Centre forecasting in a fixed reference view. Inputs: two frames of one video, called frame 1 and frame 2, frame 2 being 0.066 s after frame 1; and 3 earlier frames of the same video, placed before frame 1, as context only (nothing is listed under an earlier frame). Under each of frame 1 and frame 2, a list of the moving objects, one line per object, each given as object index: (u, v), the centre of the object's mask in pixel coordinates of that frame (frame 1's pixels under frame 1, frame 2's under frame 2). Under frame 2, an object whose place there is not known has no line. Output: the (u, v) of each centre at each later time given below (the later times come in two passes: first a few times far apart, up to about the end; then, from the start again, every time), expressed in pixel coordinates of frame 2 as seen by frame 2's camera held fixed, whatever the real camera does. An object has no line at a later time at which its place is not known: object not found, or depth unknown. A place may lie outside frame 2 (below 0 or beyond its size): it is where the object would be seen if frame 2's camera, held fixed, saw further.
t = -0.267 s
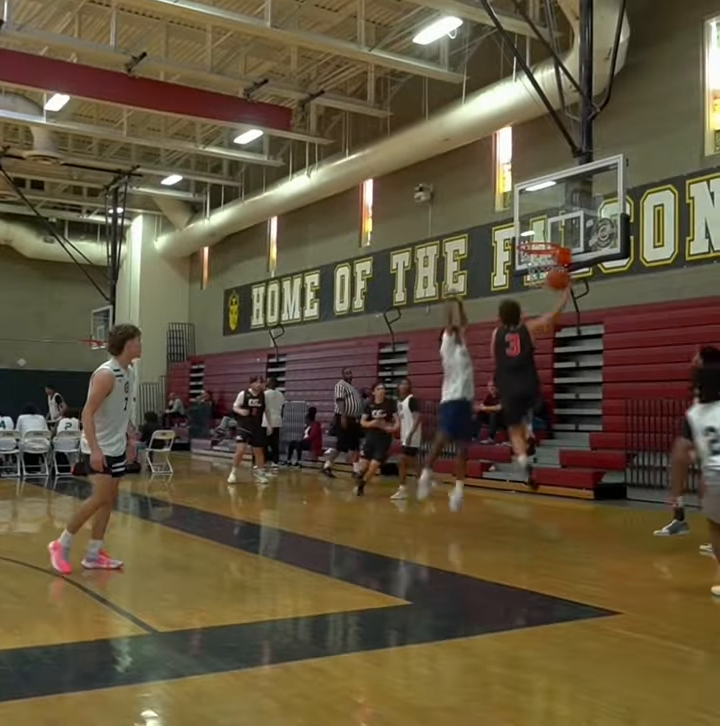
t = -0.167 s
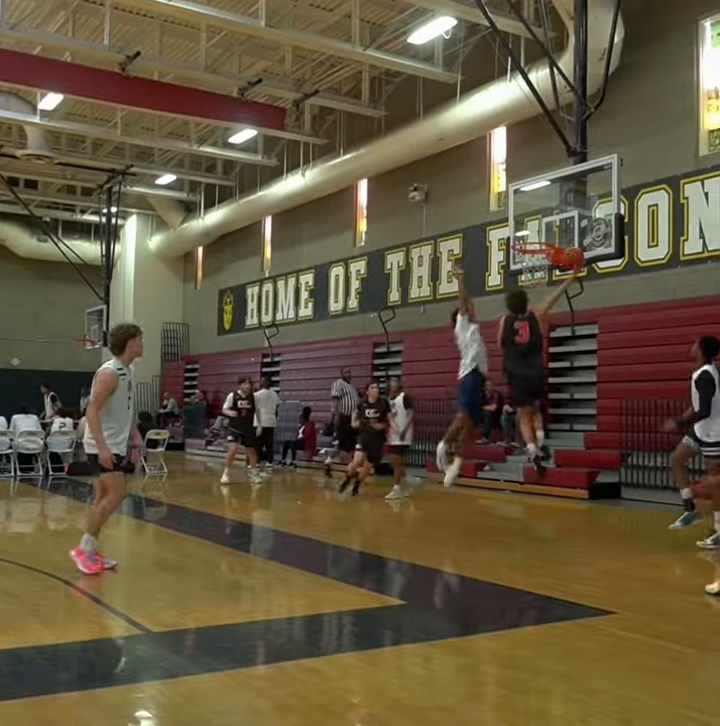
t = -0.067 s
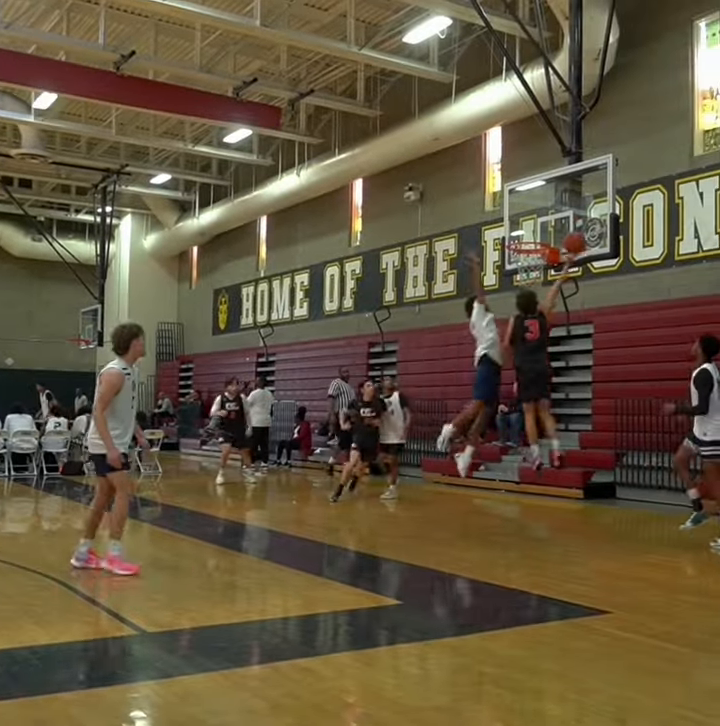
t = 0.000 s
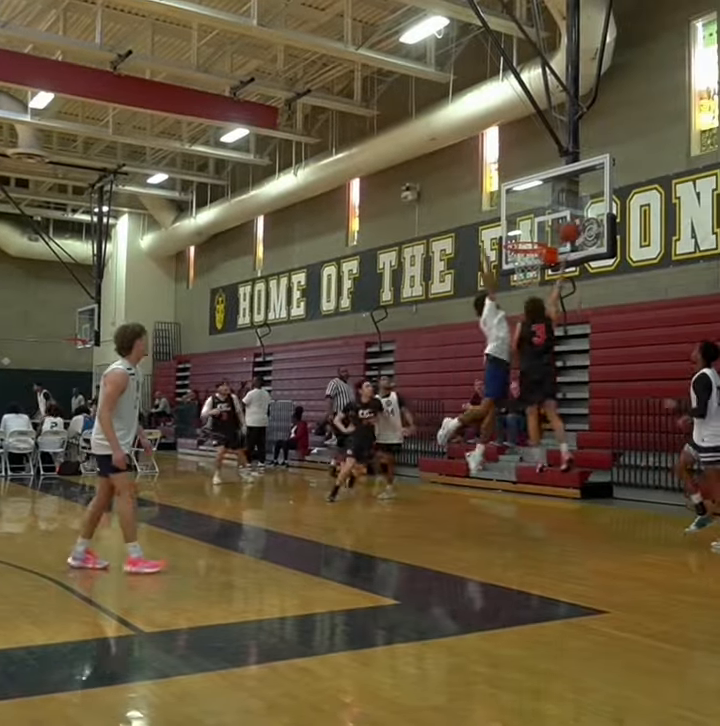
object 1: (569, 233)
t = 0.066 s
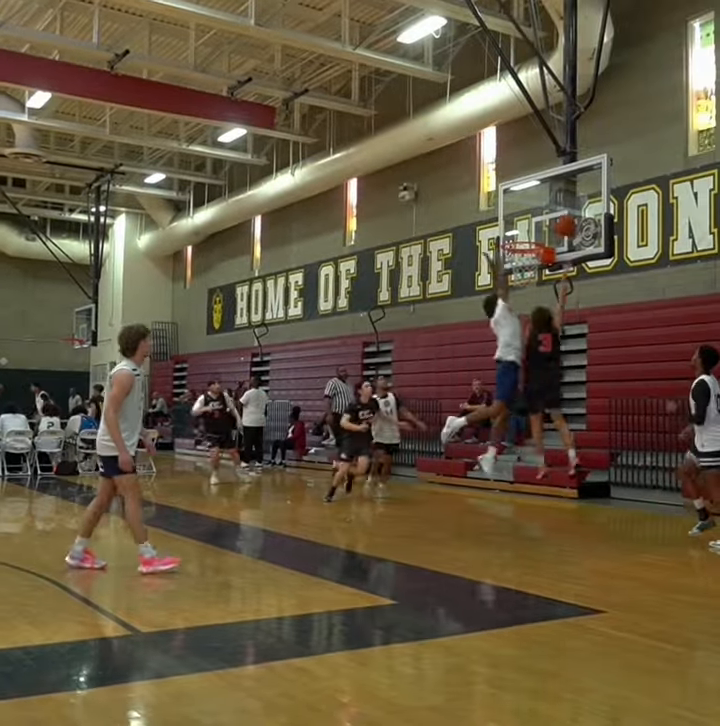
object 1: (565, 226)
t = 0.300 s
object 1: (545, 223)
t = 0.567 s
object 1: (510, 262)
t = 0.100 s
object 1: (564, 225)
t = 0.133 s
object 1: (563, 223)
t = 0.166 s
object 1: (563, 224)
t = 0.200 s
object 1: (559, 222)
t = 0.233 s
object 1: (555, 222)
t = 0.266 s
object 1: (549, 221)
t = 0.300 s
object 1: (545, 223)
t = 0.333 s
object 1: (540, 225)
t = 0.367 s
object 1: (535, 228)
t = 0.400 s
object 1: (530, 233)
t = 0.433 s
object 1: (525, 237)
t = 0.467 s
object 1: (519, 244)
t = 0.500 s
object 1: (513, 250)
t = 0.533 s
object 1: (511, 257)
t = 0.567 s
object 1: (510, 262)
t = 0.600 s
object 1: (508, 265)
